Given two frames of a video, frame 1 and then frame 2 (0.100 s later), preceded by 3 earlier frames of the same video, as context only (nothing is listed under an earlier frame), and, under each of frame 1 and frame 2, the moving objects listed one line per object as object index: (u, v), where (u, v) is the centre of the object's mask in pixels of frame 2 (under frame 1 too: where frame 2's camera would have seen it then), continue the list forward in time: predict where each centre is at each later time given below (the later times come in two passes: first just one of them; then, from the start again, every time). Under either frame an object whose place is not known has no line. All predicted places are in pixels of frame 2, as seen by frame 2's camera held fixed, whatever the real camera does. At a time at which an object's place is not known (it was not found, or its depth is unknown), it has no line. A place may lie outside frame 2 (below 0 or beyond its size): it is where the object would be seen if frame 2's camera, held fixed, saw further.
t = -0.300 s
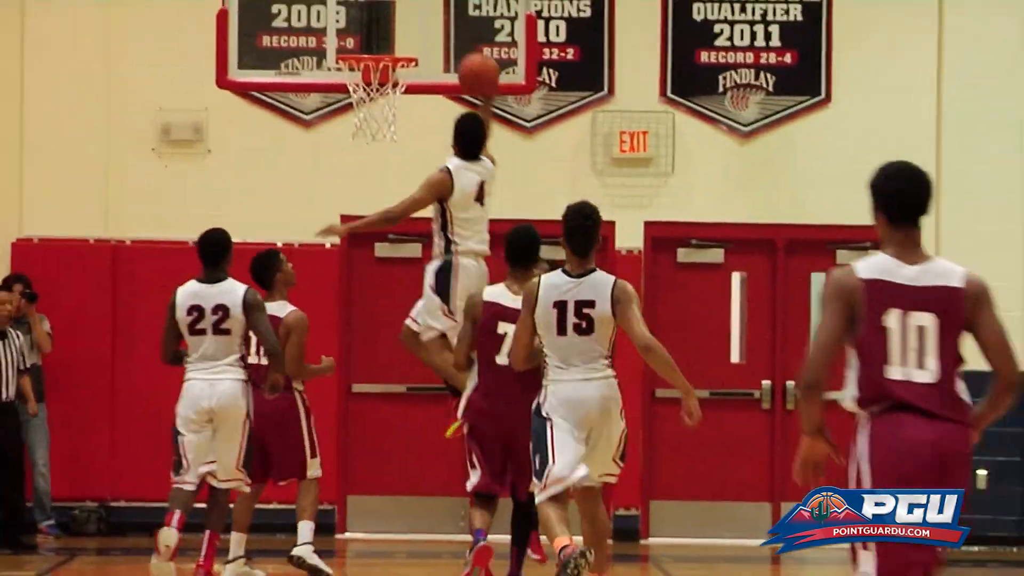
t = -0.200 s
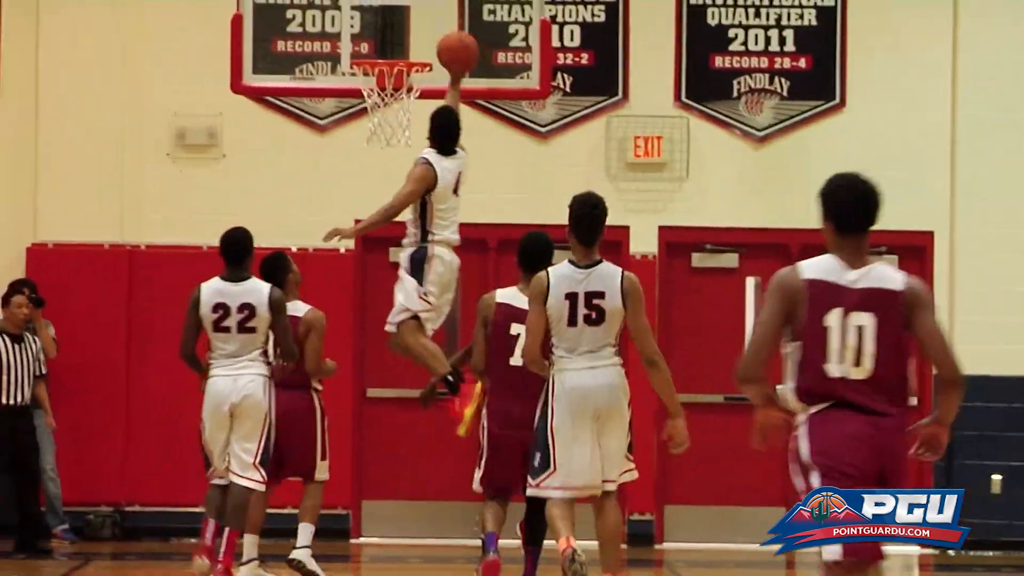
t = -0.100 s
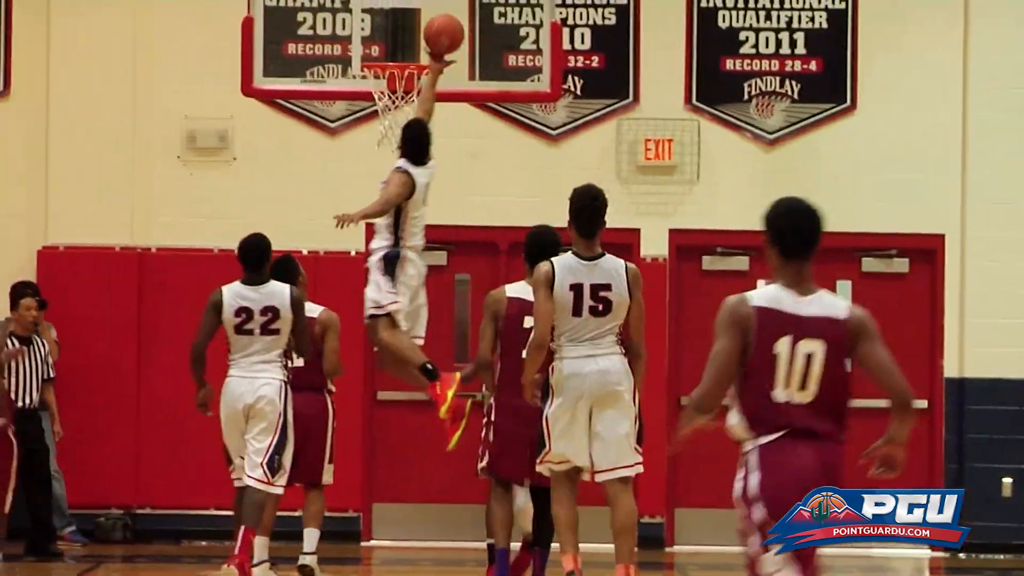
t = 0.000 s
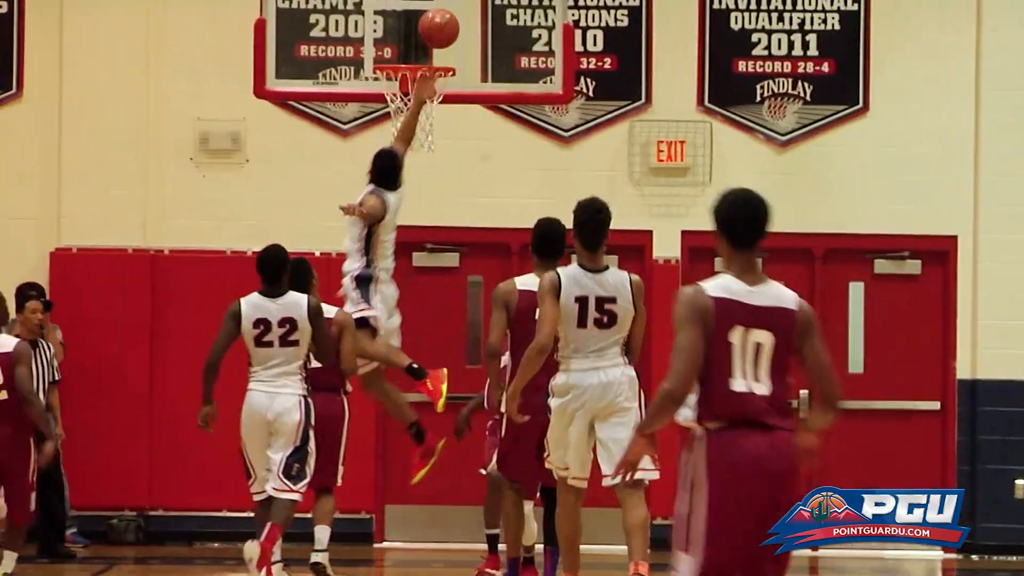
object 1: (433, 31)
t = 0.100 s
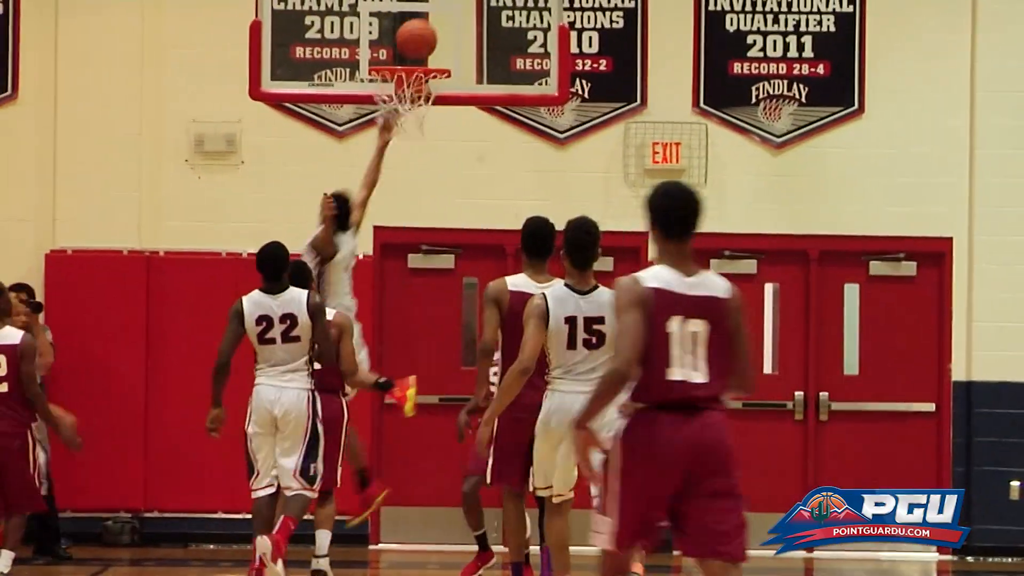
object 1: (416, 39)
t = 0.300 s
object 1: (417, 58)
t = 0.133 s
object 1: (410, 46)
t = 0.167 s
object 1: (406, 50)
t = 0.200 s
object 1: (401, 56)
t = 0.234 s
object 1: (406, 56)
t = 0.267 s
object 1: (411, 56)
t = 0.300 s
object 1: (417, 58)
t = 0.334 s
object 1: (419, 60)
